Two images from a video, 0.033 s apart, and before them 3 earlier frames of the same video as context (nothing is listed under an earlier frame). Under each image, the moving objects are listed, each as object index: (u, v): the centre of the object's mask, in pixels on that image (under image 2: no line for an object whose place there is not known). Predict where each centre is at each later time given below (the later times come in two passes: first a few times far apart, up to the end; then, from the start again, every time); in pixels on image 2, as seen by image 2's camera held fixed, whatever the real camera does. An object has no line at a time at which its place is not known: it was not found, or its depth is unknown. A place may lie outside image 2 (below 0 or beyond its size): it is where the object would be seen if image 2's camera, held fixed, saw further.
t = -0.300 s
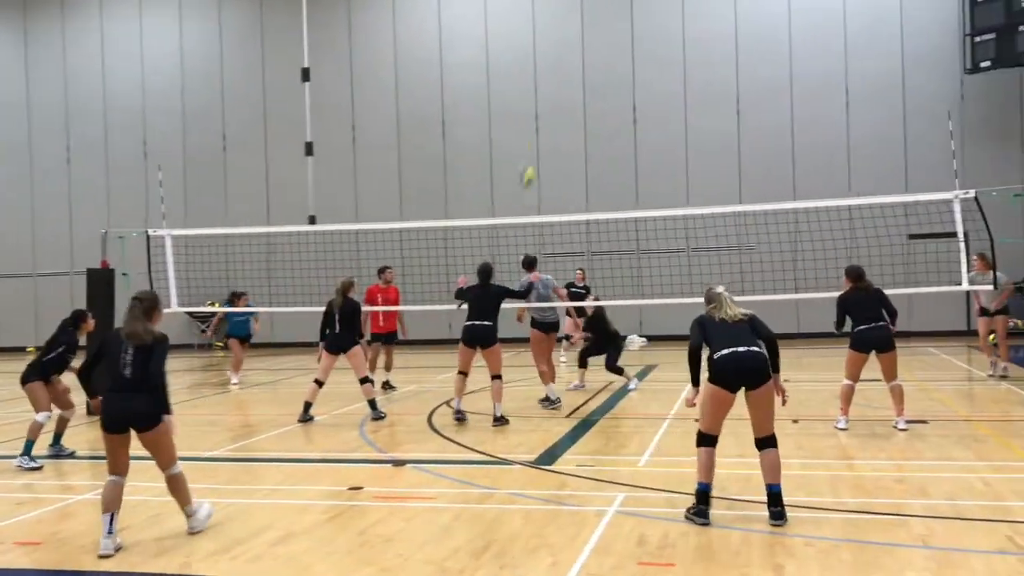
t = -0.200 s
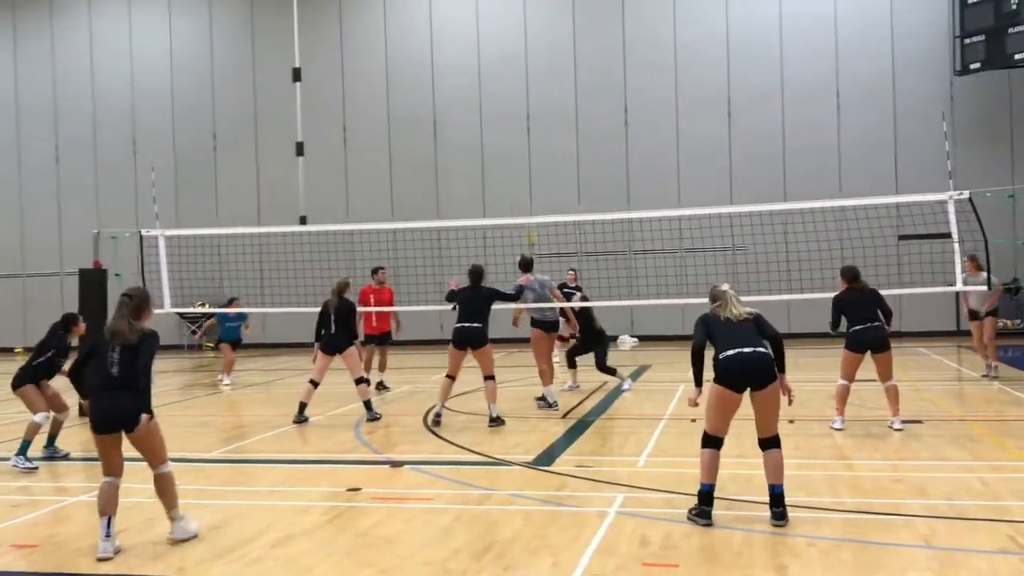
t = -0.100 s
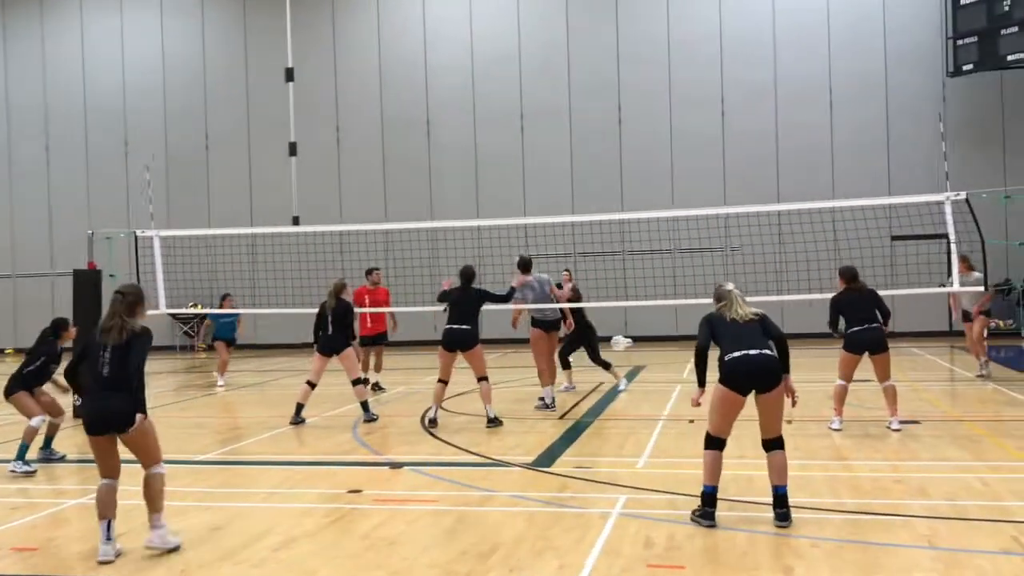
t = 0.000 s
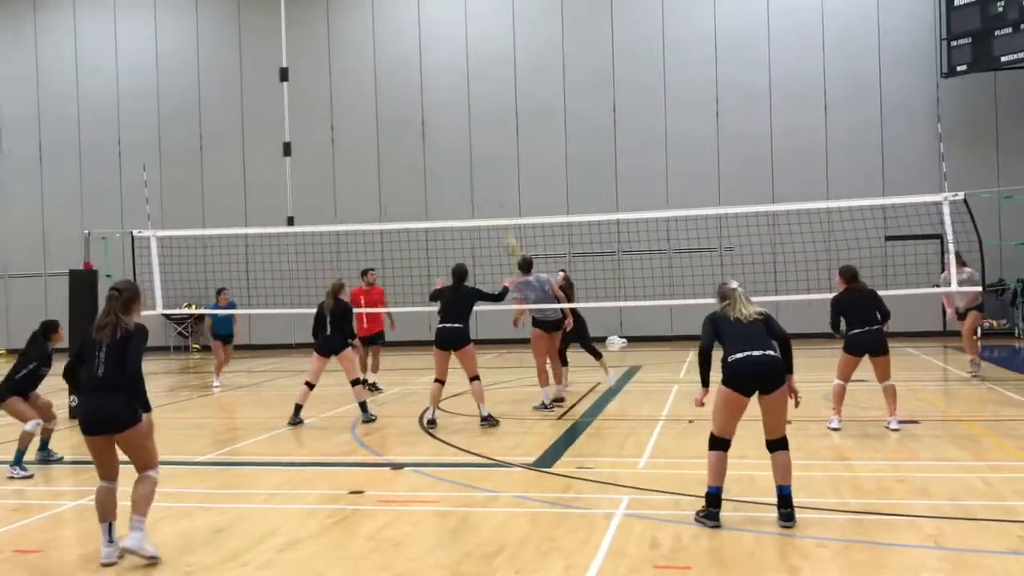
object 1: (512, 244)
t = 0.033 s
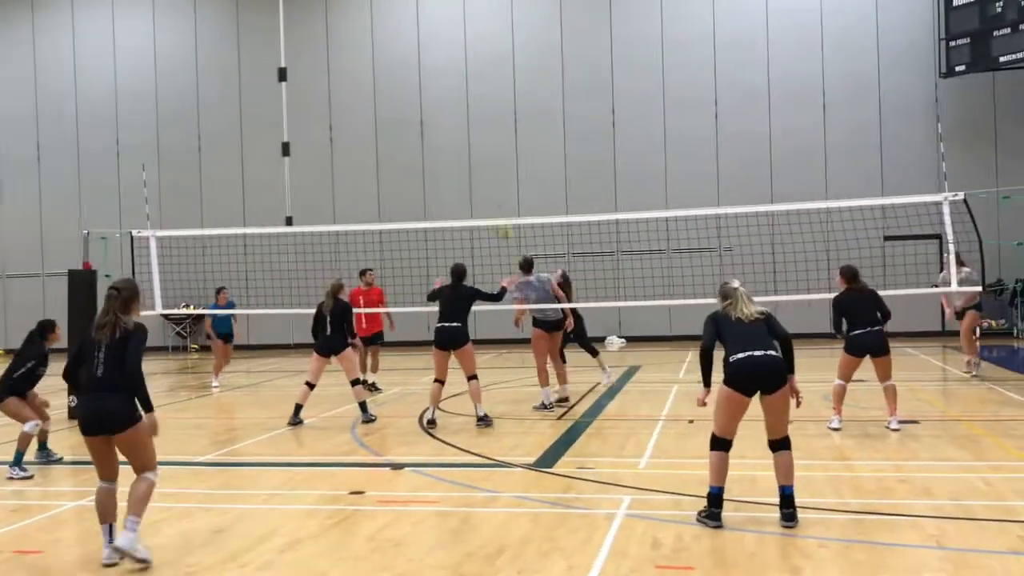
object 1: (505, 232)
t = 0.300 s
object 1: (447, 119)
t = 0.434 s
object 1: (419, 86)
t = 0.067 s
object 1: (495, 209)
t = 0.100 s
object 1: (489, 196)
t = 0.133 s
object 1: (482, 182)
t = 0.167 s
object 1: (475, 168)
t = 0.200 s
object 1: (468, 155)
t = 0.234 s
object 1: (460, 142)
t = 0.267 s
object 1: (453, 130)
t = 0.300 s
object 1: (447, 119)
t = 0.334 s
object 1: (440, 110)
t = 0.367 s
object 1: (433, 101)
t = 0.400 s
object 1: (427, 93)
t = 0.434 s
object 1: (419, 86)
